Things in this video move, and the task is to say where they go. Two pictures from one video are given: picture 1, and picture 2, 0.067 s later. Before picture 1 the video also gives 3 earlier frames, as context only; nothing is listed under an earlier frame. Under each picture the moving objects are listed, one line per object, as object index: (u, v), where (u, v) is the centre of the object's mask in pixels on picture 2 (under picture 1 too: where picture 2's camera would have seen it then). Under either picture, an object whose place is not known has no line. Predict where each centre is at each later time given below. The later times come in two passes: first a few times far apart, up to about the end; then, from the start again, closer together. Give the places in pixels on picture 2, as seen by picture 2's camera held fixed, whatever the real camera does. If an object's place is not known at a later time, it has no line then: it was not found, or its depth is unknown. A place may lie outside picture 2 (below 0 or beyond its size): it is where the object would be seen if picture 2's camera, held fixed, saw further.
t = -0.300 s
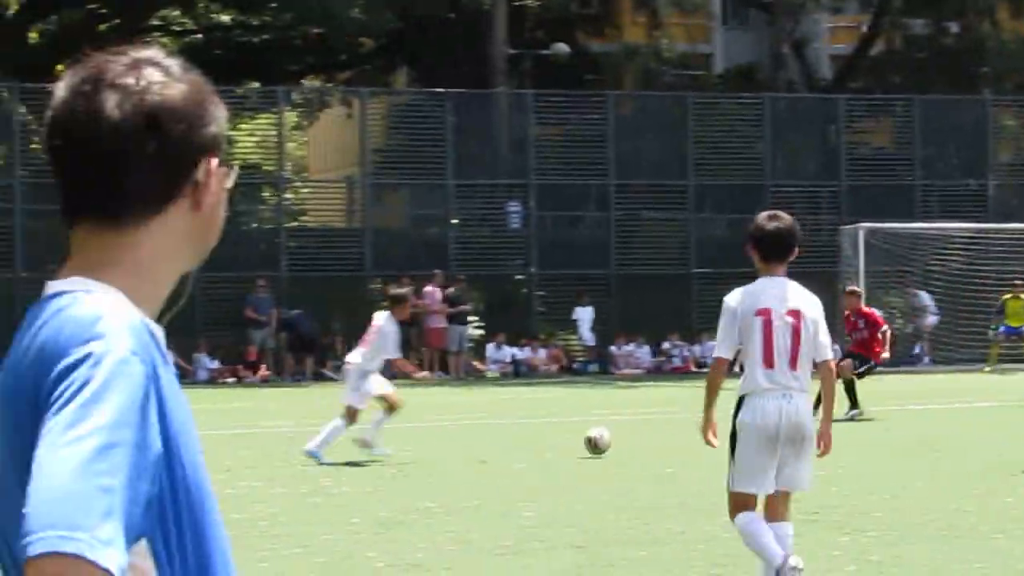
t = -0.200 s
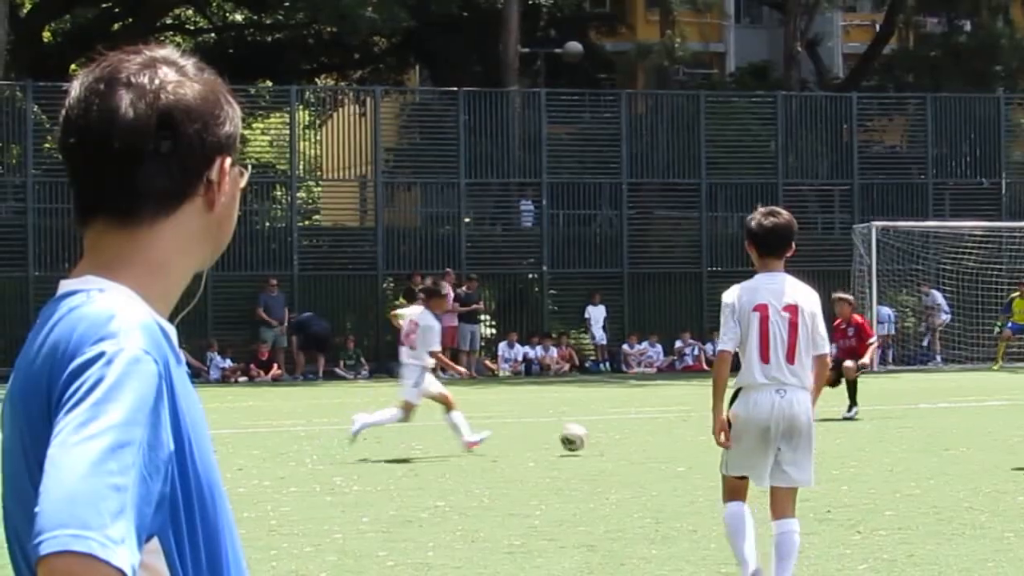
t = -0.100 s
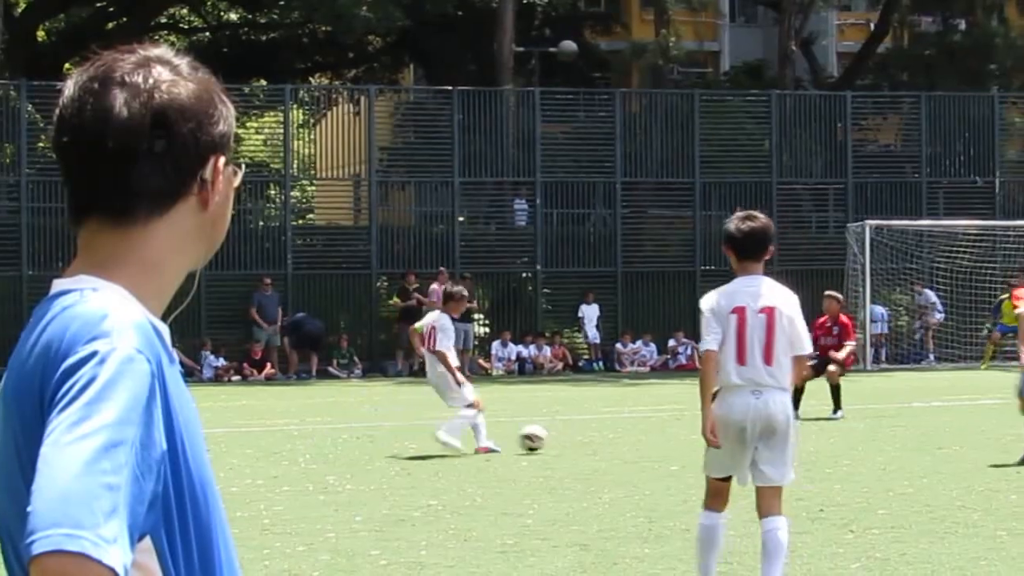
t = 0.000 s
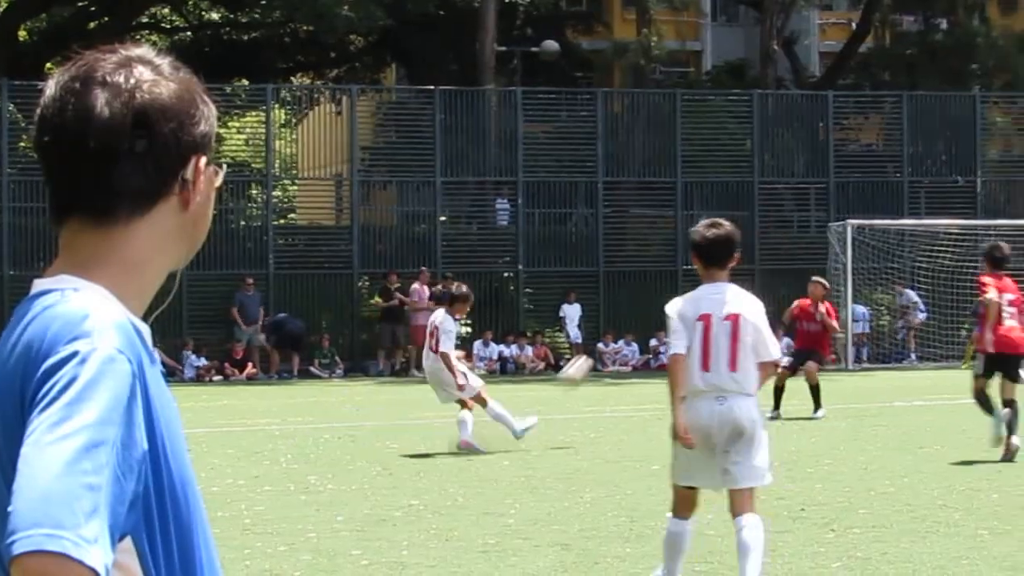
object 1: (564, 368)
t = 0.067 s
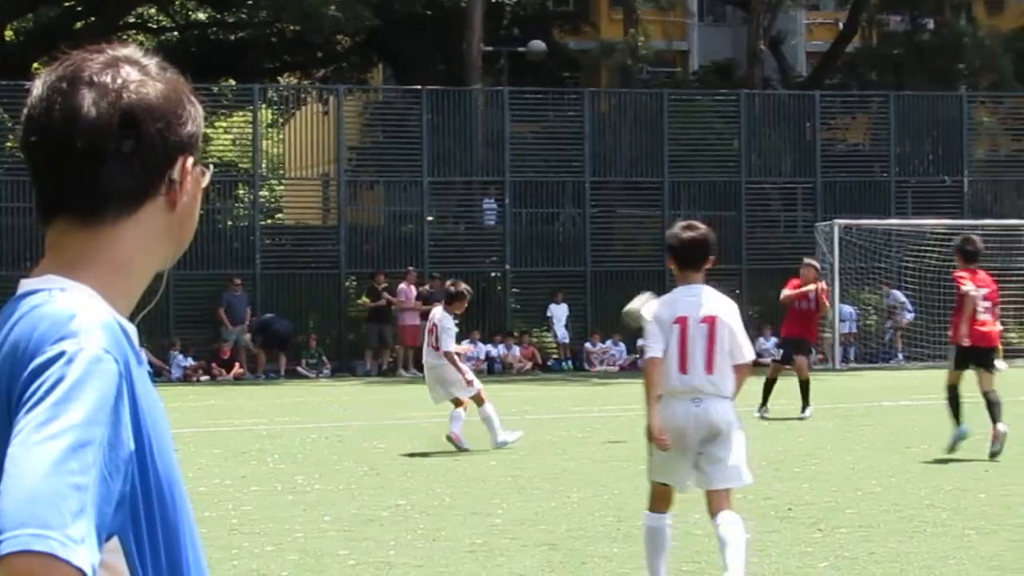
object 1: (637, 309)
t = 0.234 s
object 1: (806, 185)
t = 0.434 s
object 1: (965, 95)
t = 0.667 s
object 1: (1110, 48)
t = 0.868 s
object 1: (1210, 49)
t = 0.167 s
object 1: (744, 229)
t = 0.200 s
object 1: (776, 206)
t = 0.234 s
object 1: (806, 185)
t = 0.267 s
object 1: (836, 166)
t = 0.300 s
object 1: (864, 149)
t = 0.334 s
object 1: (891, 133)
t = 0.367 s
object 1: (916, 120)
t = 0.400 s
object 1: (941, 106)
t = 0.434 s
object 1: (965, 95)
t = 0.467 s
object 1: (987, 84)
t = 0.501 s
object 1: (1010, 75)
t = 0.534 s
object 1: (1031, 68)
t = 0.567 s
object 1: (1052, 61)
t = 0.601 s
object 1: (1072, 56)
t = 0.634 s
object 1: (1091, 51)
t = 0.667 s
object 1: (1110, 48)
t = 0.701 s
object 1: (1128, 46)
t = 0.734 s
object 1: (1146, 45)
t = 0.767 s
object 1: (1163, 44)
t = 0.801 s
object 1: (1179, 45)
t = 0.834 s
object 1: (1194, 46)
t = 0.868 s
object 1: (1210, 49)
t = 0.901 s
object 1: (1224, 52)
